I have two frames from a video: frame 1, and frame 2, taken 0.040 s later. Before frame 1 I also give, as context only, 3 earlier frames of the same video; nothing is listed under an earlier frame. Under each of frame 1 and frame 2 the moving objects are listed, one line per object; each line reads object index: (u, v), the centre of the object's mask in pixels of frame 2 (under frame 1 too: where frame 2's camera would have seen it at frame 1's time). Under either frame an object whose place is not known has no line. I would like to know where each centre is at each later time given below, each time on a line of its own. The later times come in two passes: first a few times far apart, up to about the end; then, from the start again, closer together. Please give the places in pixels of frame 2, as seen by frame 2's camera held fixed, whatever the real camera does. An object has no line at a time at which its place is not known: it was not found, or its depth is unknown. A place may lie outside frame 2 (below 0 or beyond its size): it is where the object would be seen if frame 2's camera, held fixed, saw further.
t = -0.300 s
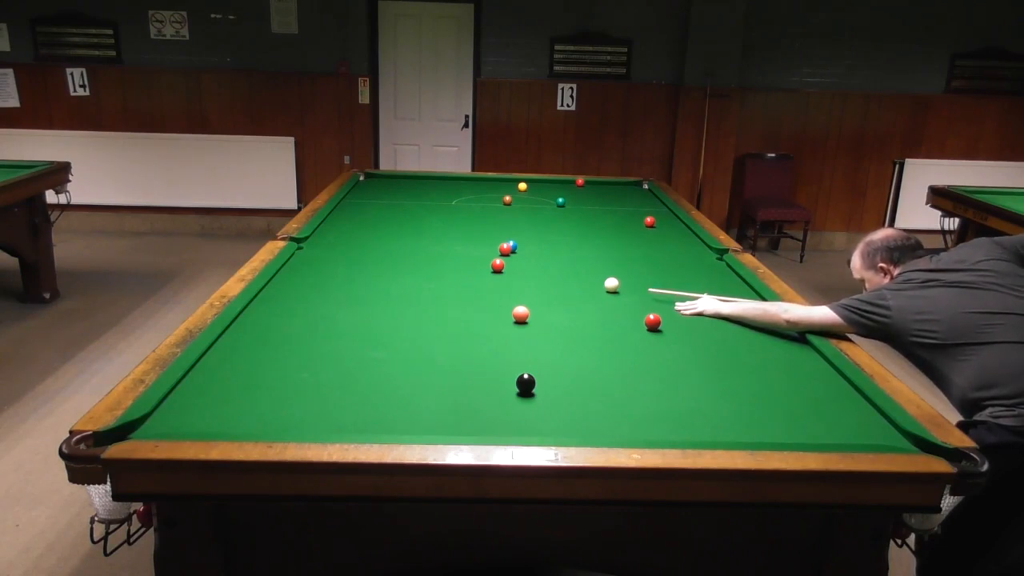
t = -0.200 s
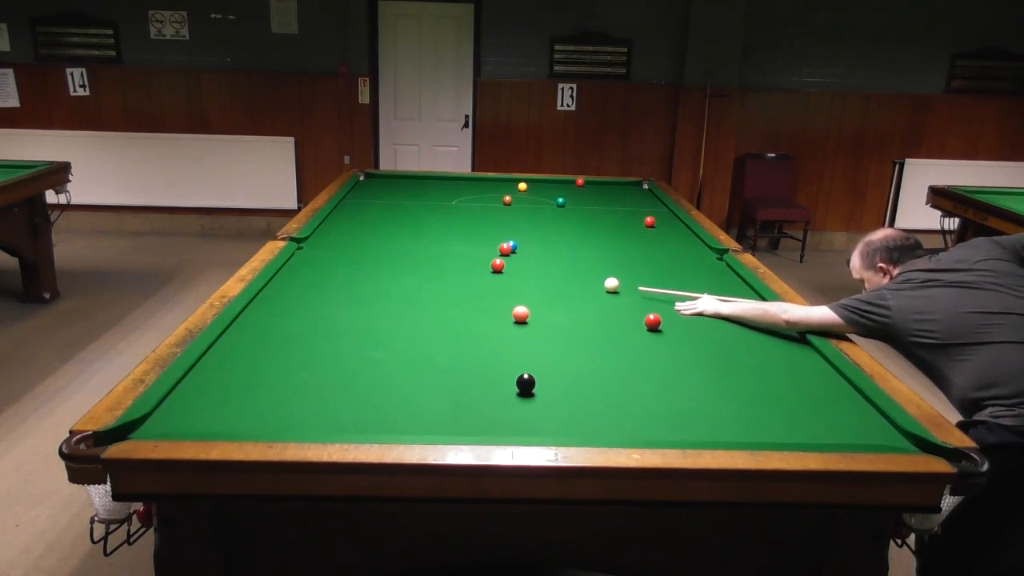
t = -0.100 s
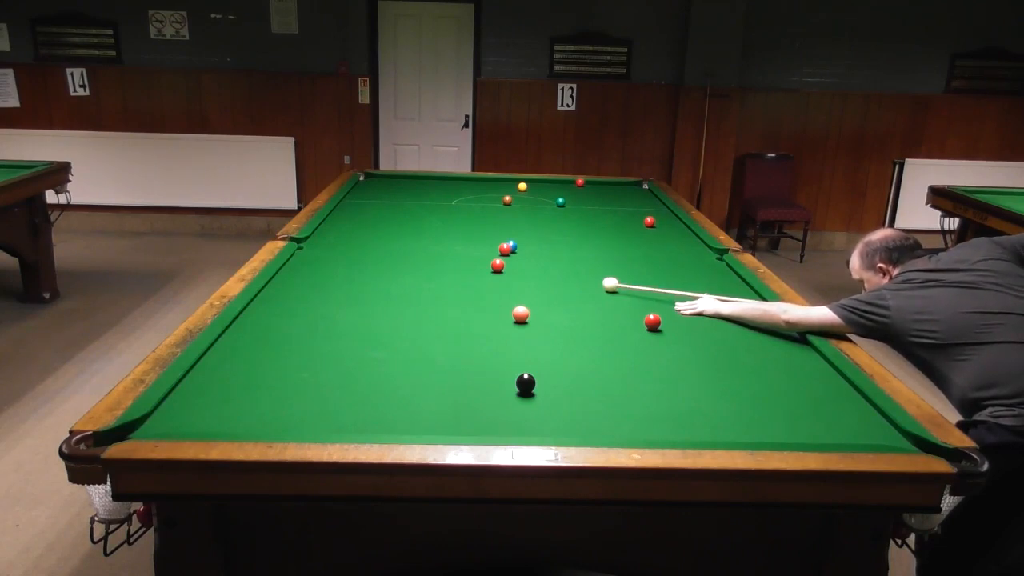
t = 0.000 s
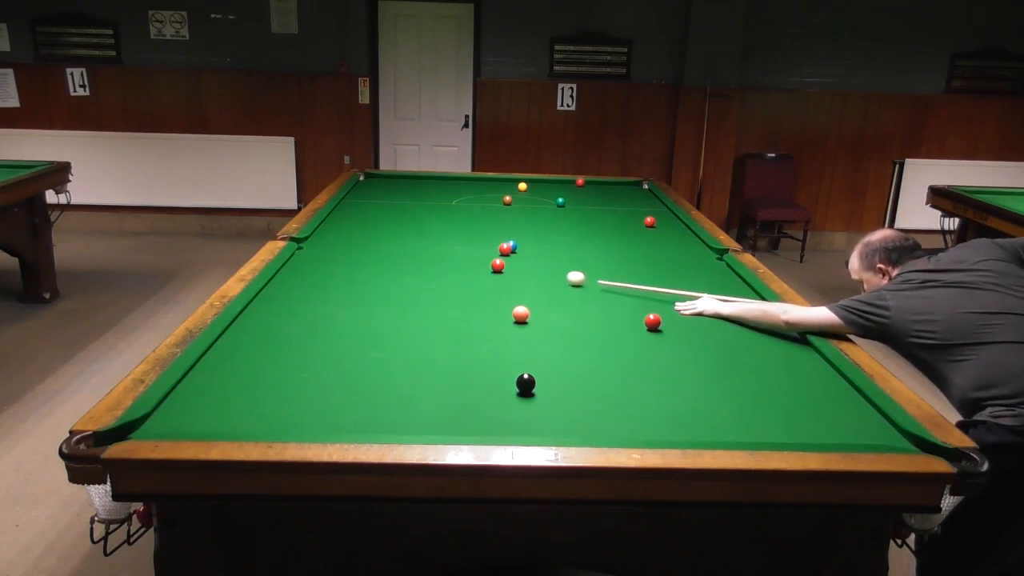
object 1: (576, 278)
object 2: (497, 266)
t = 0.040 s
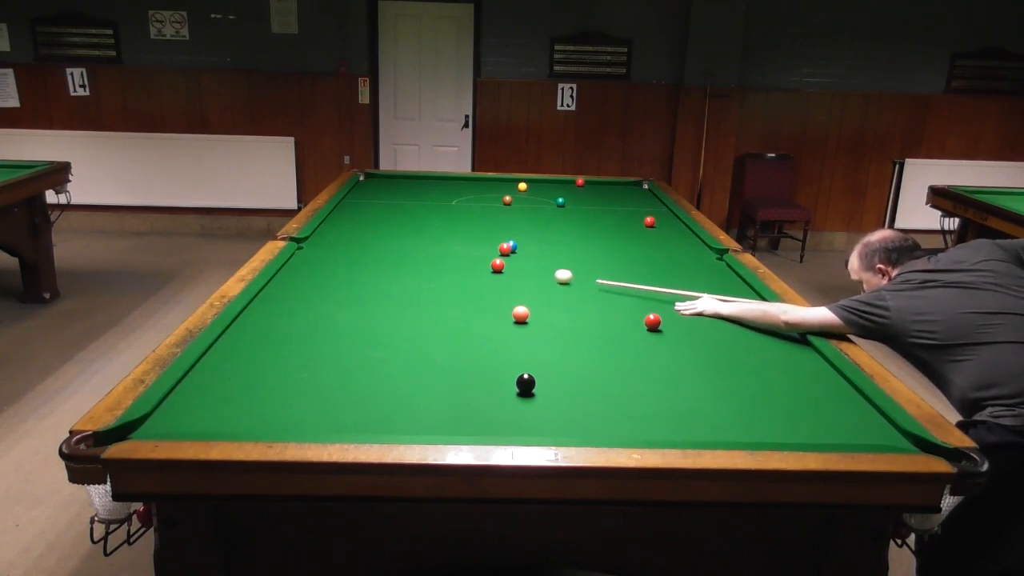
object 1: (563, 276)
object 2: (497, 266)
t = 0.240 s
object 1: (511, 267)
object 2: (497, 265)
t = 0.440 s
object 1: (505, 264)
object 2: (458, 261)
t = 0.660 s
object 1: (495, 260)
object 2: (424, 257)
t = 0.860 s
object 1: (488, 257)
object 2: (395, 253)
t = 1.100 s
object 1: (479, 254)
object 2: (363, 249)
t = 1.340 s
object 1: (472, 251)
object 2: (331, 245)
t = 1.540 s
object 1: (466, 249)
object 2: (307, 242)
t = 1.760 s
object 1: (461, 247)
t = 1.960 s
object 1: (456, 245)
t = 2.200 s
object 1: (451, 243)
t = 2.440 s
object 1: (447, 242)
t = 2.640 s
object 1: (445, 241)
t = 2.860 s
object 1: (442, 240)
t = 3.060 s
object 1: (441, 240)
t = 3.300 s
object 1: (440, 239)
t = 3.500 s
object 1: (439, 238)
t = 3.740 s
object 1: (439, 238)
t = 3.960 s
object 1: (439, 238)
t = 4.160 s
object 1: (439, 238)
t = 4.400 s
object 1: (439, 238)
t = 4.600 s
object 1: (439, 238)
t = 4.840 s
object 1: (439, 238)
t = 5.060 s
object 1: (439, 238)
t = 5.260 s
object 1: (439, 238)
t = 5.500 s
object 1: (439, 238)
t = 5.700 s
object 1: (439, 238)
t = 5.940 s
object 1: (439, 238)
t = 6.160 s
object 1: (439, 238)
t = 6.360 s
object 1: (439, 238)
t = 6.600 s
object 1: (439, 238)
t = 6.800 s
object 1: (439, 238)
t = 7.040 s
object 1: (439, 238)
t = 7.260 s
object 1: (439, 238)
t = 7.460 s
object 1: (439, 238)
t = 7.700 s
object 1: (439, 238)
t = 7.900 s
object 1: (439, 238)
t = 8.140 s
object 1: (439, 238)
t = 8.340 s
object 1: (439, 238)
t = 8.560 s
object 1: (439, 238)
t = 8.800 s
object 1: (439, 238)
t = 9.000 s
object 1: (439, 238)
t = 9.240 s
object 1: (439, 238)
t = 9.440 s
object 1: (439, 238)
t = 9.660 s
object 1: (439, 238)
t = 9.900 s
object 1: (439, 238)
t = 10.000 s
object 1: (439, 238)
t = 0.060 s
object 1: (557, 275)
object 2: (497, 266)
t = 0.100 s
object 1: (546, 273)
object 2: (497, 266)
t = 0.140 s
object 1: (536, 271)
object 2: (497, 266)
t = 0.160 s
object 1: (531, 270)
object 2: (497, 266)
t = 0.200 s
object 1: (521, 268)
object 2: (497, 266)
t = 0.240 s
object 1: (511, 267)
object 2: (497, 265)
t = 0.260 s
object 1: (510, 267)
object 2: (493, 265)
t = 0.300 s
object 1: (510, 266)
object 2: (484, 264)
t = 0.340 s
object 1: (509, 265)
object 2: (475, 263)
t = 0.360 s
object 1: (508, 265)
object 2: (471, 263)
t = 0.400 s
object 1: (506, 265)
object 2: (464, 262)
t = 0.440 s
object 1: (505, 264)
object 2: (458, 261)
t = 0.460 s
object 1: (504, 263)
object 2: (455, 261)
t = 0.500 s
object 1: (502, 263)
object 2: (448, 260)
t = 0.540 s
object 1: (500, 262)
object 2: (442, 259)
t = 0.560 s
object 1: (499, 262)
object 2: (439, 259)
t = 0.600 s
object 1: (498, 261)
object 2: (433, 258)
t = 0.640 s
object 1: (496, 260)
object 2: (427, 257)
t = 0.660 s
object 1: (495, 260)
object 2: (424, 257)
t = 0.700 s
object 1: (494, 259)
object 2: (418, 256)
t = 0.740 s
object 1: (492, 259)
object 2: (413, 255)
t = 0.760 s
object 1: (491, 258)
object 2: (410, 255)
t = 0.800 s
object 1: (490, 258)
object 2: (404, 254)
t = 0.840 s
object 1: (488, 257)
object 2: (398, 254)
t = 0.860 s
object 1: (488, 257)
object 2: (395, 253)
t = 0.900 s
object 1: (486, 256)
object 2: (390, 252)
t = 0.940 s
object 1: (485, 256)
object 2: (384, 252)
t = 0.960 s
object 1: (484, 256)
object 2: (381, 251)
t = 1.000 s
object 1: (482, 255)
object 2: (376, 251)
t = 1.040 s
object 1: (481, 255)
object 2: (371, 250)
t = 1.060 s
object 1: (481, 254)
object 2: (368, 250)
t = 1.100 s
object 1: (479, 254)
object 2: (363, 249)
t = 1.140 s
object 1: (478, 253)
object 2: (357, 248)
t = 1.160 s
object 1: (477, 253)
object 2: (354, 248)
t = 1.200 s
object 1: (476, 252)
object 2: (349, 248)
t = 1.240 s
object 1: (475, 252)
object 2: (344, 247)
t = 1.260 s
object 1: (474, 252)
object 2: (341, 247)
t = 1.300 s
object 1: (473, 251)
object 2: (336, 246)
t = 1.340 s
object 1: (472, 251)
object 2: (331, 245)
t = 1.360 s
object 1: (471, 250)
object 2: (329, 245)
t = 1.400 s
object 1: (470, 250)
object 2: (324, 244)
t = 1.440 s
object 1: (469, 250)
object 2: (319, 244)
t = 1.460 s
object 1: (468, 249)
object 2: (317, 244)
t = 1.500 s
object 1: (467, 249)
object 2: (312, 243)
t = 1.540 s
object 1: (466, 249)
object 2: (307, 242)
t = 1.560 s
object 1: (466, 248)
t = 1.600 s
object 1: (465, 248)
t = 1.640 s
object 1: (464, 248)
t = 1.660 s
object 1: (463, 248)
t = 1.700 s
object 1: (462, 247)
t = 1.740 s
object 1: (461, 247)
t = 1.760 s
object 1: (461, 247)
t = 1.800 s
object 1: (460, 246)
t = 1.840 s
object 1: (459, 246)
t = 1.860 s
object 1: (458, 246)
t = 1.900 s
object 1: (457, 245)
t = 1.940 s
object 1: (456, 245)
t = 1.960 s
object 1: (456, 245)
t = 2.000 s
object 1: (455, 245)
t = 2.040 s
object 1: (455, 244)
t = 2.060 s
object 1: (454, 244)
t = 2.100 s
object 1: (453, 244)
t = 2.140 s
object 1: (453, 244)
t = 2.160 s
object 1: (452, 243)
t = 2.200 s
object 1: (451, 243)
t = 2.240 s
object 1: (451, 243)
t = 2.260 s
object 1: (450, 243)
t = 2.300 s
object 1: (450, 243)
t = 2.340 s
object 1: (449, 243)
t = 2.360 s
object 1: (449, 242)
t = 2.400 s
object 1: (448, 242)
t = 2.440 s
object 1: (447, 242)
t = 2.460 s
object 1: (447, 242)
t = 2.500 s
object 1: (446, 241)
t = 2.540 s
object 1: (446, 241)
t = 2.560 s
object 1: (446, 241)
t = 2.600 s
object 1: (445, 241)
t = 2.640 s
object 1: (445, 241)
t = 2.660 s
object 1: (444, 241)
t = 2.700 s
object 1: (444, 241)
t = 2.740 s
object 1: (443, 240)
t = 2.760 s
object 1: (443, 240)
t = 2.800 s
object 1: (443, 240)
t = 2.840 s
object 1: (442, 240)
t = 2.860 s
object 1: (442, 240)
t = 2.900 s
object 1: (442, 240)
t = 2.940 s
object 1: (441, 240)
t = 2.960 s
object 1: (441, 240)
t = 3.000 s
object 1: (441, 240)
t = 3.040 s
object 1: (441, 240)
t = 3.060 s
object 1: (441, 240)
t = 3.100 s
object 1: (441, 239)
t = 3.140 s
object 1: (440, 239)
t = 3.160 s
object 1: (440, 239)
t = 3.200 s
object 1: (440, 239)
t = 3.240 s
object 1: (440, 239)
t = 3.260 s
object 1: (440, 239)
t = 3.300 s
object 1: (440, 239)
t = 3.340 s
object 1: (440, 239)
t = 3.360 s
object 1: (439, 239)
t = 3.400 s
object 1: (439, 239)
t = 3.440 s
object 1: (439, 238)
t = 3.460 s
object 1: (439, 238)
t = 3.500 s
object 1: (439, 238)
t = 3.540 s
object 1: (439, 238)
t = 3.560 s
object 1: (439, 238)
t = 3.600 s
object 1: (439, 238)
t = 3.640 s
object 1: (439, 238)
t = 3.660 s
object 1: (439, 238)
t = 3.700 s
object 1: (439, 238)
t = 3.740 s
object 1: (439, 238)
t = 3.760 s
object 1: (439, 238)
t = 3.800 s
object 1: (439, 238)
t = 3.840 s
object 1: (439, 238)
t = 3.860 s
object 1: (439, 238)
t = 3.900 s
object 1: (439, 238)
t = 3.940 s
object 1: (439, 238)
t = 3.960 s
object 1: (439, 238)
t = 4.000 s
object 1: (439, 238)
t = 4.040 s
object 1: (439, 238)
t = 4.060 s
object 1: (439, 238)
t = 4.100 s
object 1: (439, 238)
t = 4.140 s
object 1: (439, 238)
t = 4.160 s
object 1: (439, 238)
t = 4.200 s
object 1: (439, 238)
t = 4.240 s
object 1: (439, 238)
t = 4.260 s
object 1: (439, 238)
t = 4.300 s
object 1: (439, 238)
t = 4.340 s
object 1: (439, 238)
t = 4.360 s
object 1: (439, 238)
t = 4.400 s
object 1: (439, 238)
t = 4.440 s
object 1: (439, 238)
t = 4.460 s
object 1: (439, 238)
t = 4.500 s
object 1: (439, 238)
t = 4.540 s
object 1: (439, 238)
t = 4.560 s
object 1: (439, 238)
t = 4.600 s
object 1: (439, 238)
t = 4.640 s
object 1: (439, 238)
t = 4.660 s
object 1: (439, 238)
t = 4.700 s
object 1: (439, 238)
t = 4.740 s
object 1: (439, 238)
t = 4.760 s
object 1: (439, 238)
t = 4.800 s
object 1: (439, 238)
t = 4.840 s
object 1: (439, 238)
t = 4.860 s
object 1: (439, 238)
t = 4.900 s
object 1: (439, 238)
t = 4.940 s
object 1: (439, 238)
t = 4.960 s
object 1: (439, 238)
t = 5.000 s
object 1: (439, 238)
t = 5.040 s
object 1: (439, 238)
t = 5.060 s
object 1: (439, 238)
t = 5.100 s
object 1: (439, 238)
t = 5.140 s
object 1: (439, 238)
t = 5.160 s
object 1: (439, 238)
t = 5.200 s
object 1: (439, 238)
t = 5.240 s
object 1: (439, 238)
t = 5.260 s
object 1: (439, 238)
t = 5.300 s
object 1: (439, 238)
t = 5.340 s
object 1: (439, 238)
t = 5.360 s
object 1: (439, 238)
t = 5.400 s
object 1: (439, 238)
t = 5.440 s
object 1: (439, 238)
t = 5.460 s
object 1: (439, 238)
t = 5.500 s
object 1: (439, 238)
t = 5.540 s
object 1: (439, 238)
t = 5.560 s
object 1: (439, 238)
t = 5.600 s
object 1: (439, 238)
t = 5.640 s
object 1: (439, 238)
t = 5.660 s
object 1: (439, 238)
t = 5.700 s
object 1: (439, 238)
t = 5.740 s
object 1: (439, 238)
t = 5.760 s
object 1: (439, 238)
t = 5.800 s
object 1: (439, 238)
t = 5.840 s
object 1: (439, 238)
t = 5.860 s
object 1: (439, 238)
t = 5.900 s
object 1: (439, 238)
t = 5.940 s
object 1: (439, 238)
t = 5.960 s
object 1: (439, 238)
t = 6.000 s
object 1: (439, 238)
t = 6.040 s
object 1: (439, 238)
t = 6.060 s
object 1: (439, 238)
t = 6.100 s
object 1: (439, 238)
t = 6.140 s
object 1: (439, 238)
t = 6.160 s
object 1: (439, 238)
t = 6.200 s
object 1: (439, 238)
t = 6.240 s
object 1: (439, 238)
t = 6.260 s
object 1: (439, 238)
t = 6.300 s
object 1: (439, 238)
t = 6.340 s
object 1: (439, 238)
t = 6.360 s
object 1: (439, 238)
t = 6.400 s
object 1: (439, 238)
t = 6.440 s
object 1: (439, 238)
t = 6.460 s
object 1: (439, 238)
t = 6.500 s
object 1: (439, 238)
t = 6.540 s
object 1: (439, 238)
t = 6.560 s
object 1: (439, 238)
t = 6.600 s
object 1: (439, 238)
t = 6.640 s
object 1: (439, 238)
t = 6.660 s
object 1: (439, 238)
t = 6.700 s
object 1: (439, 238)
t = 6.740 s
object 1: (439, 238)
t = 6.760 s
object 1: (439, 238)
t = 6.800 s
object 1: (439, 238)
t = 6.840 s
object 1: (439, 238)
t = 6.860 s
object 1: (439, 238)
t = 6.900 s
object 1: (439, 238)
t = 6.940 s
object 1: (439, 238)
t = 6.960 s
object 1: (439, 238)
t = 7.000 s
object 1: (439, 238)
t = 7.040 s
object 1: (439, 238)
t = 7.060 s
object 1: (439, 238)
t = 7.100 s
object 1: (439, 238)
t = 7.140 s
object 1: (439, 238)
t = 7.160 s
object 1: (439, 238)
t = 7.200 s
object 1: (439, 238)
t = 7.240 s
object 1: (439, 238)
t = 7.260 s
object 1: (439, 238)
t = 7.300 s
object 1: (439, 238)
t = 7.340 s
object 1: (439, 238)
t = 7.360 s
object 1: (439, 238)
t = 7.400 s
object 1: (439, 238)
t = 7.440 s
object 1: (439, 238)
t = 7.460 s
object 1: (439, 238)
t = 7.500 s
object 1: (439, 238)
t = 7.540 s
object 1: (439, 238)
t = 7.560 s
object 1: (439, 238)
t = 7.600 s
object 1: (439, 238)
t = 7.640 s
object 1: (439, 238)
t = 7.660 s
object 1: (439, 238)
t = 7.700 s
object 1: (439, 238)
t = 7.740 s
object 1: (439, 238)
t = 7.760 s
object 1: (439, 238)
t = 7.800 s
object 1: (439, 238)
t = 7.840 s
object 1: (439, 238)
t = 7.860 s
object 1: (439, 238)
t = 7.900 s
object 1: (439, 238)
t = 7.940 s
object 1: (439, 238)
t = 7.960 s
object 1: (439, 238)
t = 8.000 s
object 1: (439, 238)
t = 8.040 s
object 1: (439, 238)
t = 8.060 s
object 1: (439, 238)
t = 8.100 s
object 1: (439, 238)
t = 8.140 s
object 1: (439, 238)
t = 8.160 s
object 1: (439, 238)
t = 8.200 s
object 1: (439, 238)
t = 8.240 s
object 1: (439, 238)
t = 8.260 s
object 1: (439, 238)
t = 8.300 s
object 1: (439, 238)
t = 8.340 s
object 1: (439, 238)
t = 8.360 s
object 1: (439, 238)
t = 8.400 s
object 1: (439, 238)
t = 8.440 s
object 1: (439, 238)
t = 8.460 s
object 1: (439, 238)
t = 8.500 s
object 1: (439, 238)
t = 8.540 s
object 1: (439, 238)
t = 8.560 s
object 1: (439, 238)
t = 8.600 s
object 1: (439, 238)
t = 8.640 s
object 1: (439, 238)
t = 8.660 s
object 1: (439, 238)
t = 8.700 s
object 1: (439, 238)
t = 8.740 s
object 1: (439, 238)
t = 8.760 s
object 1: (439, 238)
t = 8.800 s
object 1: (439, 238)
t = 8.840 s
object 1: (439, 238)
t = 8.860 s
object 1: (439, 238)
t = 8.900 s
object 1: (439, 238)
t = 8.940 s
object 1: (439, 238)
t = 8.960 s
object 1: (439, 238)
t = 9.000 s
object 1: (439, 238)
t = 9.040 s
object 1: (439, 238)
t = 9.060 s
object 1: (439, 238)
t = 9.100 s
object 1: (439, 238)
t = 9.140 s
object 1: (439, 238)
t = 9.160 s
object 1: (439, 238)
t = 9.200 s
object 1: (439, 238)
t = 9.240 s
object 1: (439, 238)
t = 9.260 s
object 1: (439, 238)
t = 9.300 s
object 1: (439, 238)
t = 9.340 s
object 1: (439, 238)
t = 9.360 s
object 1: (439, 238)
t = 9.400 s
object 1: (439, 238)
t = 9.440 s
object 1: (439, 238)
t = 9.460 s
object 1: (439, 238)
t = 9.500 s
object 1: (439, 238)
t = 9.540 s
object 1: (439, 238)
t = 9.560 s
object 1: (439, 238)
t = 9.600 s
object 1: (439, 238)
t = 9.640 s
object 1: (439, 238)
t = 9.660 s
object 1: (439, 238)
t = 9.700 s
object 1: (439, 238)
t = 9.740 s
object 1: (439, 238)
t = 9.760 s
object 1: (439, 238)
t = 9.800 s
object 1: (439, 238)
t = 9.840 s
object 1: (439, 238)
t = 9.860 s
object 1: (439, 238)
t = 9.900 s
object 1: (439, 238)
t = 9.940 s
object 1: (439, 238)
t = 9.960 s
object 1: (439, 238)
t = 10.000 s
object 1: (439, 238)
